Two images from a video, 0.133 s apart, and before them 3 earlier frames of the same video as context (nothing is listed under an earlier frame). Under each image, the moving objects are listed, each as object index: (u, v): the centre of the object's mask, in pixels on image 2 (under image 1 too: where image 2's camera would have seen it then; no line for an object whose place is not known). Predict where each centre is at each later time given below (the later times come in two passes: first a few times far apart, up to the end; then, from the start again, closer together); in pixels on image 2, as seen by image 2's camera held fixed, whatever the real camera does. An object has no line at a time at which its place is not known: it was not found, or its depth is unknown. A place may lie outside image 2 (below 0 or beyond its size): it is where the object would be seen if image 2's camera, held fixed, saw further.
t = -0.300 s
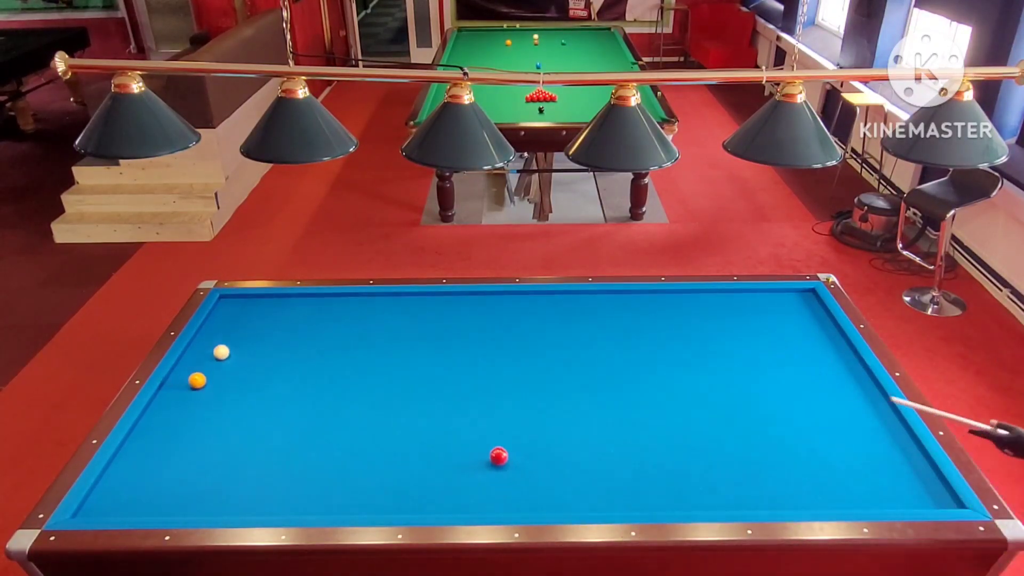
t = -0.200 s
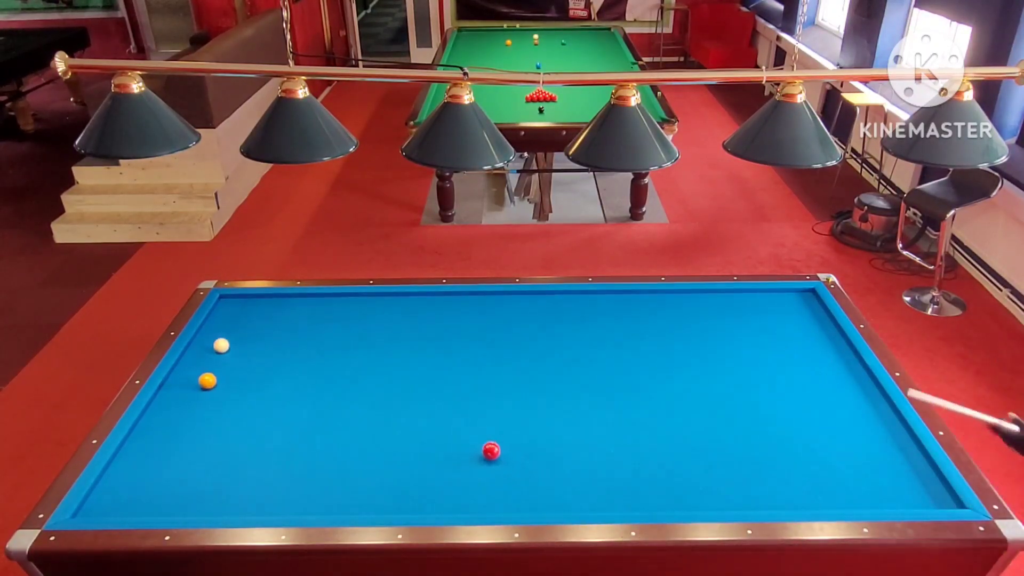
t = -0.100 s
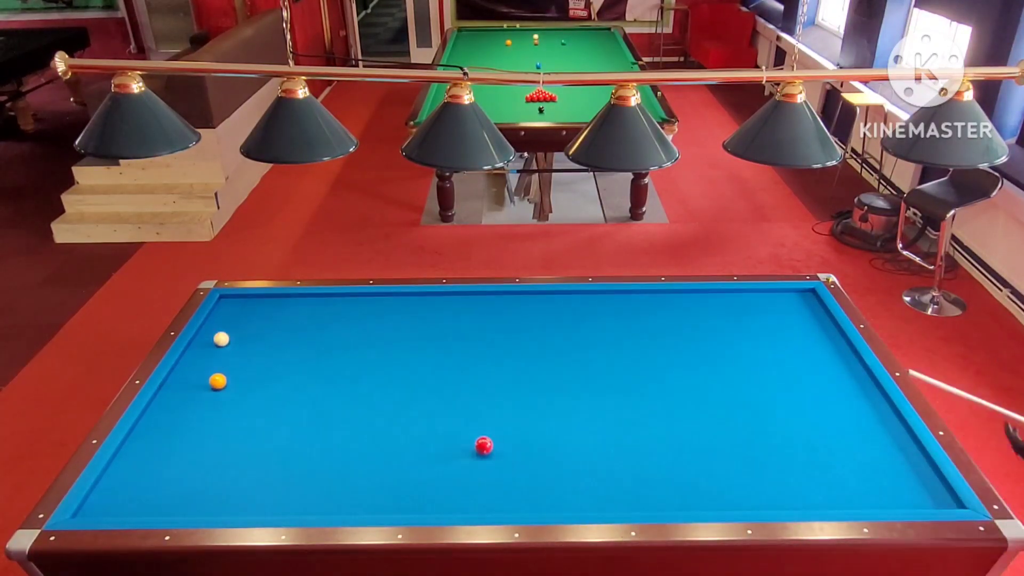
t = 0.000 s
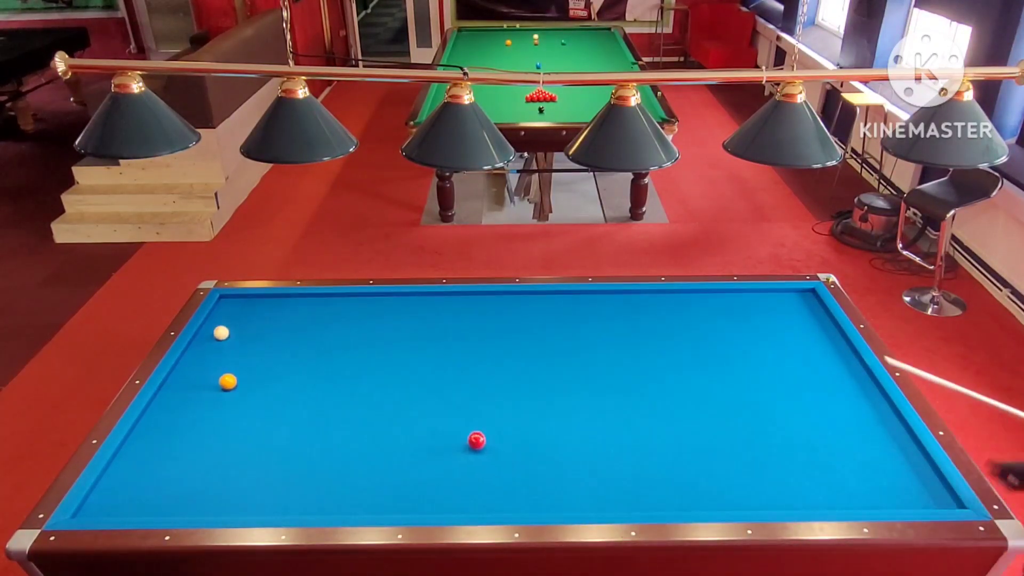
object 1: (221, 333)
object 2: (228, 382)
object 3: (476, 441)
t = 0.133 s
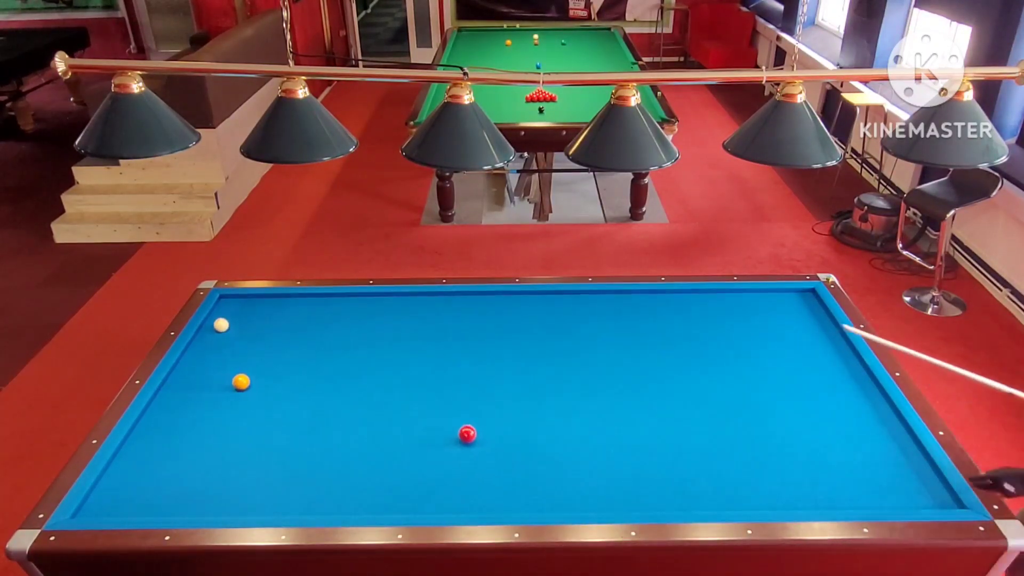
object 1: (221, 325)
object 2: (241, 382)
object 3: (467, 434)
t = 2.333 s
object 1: (269, 352)
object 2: (432, 387)
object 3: (357, 356)
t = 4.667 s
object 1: (318, 420)
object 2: (579, 388)
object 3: (292, 312)
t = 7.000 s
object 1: (345, 462)
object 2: (664, 386)
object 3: (255, 301)
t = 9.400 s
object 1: (347, 467)
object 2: (684, 385)
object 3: (250, 302)
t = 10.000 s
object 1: (347, 467)
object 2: (684, 385)
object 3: (250, 302)
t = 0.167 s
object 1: (221, 323)
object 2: (244, 382)
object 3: (465, 433)
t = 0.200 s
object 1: (221, 321)
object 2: (247, 382)
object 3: (463, 431)
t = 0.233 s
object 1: (221, 319)
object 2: (251, 383)
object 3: (461, 429)
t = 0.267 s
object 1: (221, 318)
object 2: (254, 383)
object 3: (458, 428)
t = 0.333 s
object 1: (221, 314)
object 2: (261, 383)
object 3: (454, 425)
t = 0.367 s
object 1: (221, 312)
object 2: (264, 383)
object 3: (452, 423)
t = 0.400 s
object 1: (221, 310)
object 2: (267, 383)
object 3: (450, 422)
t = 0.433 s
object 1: (221, 308)
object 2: (270, 383)
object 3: (448, 420)
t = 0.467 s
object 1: (221, 307)
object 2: (274, 383)
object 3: (446, 419)
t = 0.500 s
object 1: (221, 305)
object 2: (276, 383)
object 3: (444, 418)
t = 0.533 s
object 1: (221, 303)
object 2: (280, 383)
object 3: (442, 416)
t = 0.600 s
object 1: (224, 299)
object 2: (286, 383)
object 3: (438, 413)
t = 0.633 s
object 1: (226, 298)
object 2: (289, 383)
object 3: (436, 412)
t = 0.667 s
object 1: (227, 299)
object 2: (292, 384)
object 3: (434, 410)
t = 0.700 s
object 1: (228, 300)
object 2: (295, 384)
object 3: (432, 409)
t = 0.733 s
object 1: (228, 301)
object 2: (299, 384)
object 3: (430, 408)
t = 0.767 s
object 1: (229, 302)
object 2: (302, 384)
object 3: (428, 407)
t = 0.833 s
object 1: (231, 305)
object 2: (308, 384)
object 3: (424, 404)
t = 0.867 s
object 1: (232, 306)
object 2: (311, 384)
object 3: (422, 403)
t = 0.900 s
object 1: (233, 307)
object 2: (314, 384)
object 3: (421, 401)
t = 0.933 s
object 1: (234, 308)
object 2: (317, 384)
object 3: (419, 400)
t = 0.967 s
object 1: (235, 309)
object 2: (320, 384)
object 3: (417, 399)
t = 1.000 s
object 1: (235, 310)
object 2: (323, 384)
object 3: (415, 398)
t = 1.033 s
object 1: (236, 311)
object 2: (326, 384)
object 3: (413, 396)
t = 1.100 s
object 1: (238, 313)
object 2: (332, 384)
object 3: (410, 394)
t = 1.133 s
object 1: (239, 314)
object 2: (335, 385)
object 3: (408, 393)
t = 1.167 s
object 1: (240, 315)
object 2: (338, 385)
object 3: (407, 391)
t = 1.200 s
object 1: (241, 316)
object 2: (340, 385)
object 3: (405, 390)
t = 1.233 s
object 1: (241, 317)
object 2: (343, 385)
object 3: (403, 389)
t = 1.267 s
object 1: (242, 318)
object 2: (346, 385)
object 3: (402, 388)
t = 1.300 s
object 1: (243, 319)
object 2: (349, 385)
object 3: (400, 387)
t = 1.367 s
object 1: (245, 321)
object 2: (355, 385)
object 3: (397, 385)
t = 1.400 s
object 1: (246, 322)
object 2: (358, 385)
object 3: (395, 383)
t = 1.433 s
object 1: (246, 323)
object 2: (360, 385)
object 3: (394, 382)
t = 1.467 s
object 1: (247, 324)
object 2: (363, 385)
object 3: (392, 381)
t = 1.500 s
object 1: (248, 325)
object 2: (366, 385)
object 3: (391, 380)
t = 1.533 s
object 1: (249, 326)
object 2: (369, 385)
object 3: (389, 379)
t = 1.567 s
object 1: (250, 327)
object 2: (372, 385)
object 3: (388, 378)
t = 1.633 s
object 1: (252, 330)
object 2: (377, 385)
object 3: (386, 374)
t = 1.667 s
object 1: (252, 331)
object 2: (380, 385)
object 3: (384, 373)
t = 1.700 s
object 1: (253, 332)
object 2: (383, 385)
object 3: (382, 372)
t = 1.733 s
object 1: (254, 333)
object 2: (386, 385)
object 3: (380, 372)
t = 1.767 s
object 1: (255, 334)
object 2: (388, 386)
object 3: (379, 371)
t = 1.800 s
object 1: (256, 335)
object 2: (391, 386)
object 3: (378, 371)
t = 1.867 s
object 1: (257, 337)
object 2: (396, 386)
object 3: (375, 369)
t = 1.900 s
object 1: (258, 338)
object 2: (399, 386)
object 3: (373, 368)
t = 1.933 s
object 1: (259, 339)
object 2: (401, 386)
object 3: (372, 367)
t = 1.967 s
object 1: (260, 340)
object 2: (404, 386)
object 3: (371, 365)
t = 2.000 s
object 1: (261, 341)
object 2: (406, 386)
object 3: (370, 365)
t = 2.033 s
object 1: (261, 342)
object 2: (409, 386)
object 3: (368, 364)
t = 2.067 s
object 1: (262, 343)
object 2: (412, 386)
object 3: (367, 363)
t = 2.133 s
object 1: (264, 345)
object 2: (417, 386)
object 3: (364, 361)
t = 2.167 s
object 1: (265, 346)
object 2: (419, 386)
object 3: (363, 360)
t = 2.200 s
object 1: (266, 347)
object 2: (422, 386)
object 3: (362, 359)
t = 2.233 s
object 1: (266, 349)
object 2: (425, 386)
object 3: (361, 358)
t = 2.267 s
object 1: (267, 350)
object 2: (427, 386)
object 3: (359, 357)
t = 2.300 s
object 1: (268, 351)
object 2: (430, 386)
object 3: (358, 357)
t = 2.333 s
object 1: (269, 352)
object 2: (432, 387)
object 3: (357, 356)
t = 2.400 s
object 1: (270, 354)
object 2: (437, 387)
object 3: (355, 354)
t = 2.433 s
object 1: (271, 355)
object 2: (440, 387)
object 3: (353, 353)
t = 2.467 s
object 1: (272, 356)
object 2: (442, 387)
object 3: (352, 352)
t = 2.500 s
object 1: (273, 357)
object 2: (445, 387)
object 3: (351, 351)
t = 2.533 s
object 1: (273, 358)
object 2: (447, 387)
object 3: (350, 351)
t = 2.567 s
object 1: (274, 359)
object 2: (450, 387)
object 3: (349, 350)
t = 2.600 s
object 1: (275, 360)
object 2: (452, 387)
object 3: (348, 349)
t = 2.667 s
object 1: (276, 362)
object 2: (457, 387)
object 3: (345, 348)
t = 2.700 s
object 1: (277, 363)
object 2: (459, 387)
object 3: (344, 347)
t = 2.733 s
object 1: (278, 364)
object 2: (462, 387)
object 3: (343, 346)
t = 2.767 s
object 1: (279, 366)
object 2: (464, 387)
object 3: (342, 345)
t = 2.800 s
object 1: (279, 366)
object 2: (466, 387)
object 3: (341, 344)
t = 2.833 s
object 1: (280, 367)
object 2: (469, 387)
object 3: (340, 344)
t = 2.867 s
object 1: (281, 369)
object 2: (471, 387)
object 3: (339, 343)
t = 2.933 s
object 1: (282, 371)
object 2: (476, 388)
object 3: (337, 342)
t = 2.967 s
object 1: (283, 372)
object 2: (478, 388)
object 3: (336, 341)
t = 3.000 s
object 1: (284, 373)
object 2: (480, 387)
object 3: (335, 340)
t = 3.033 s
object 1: (285, 374)
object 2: (482, 388)
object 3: (334, 340)
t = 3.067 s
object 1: (285, 375)
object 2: (485, 388)
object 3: (333, 339)
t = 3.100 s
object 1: (286, 376)
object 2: (487, 388)
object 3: (332, 338)
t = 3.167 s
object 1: (288, 378)
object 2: (491, 388)
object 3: (330, 337)
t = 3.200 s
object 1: (288, 379)
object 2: (494, 388)
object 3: (329, 336)
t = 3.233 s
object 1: (289, 380)
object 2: (496, 388)
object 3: (328, 335)
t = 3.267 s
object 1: (290, 381)
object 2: (498, 388)
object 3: (327, 335)
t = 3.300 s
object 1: (291, 382)
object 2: (500, 388)
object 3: (326, 334)
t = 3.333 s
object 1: (291, 383)
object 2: (503, 388)
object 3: (325, 334)
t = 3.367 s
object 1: (292, 384)
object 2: (505, 388)
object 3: (324, 333)
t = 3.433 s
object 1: (294, 386)
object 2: (509, 388)
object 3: (322, 332)
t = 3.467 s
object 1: (294, 387)
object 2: (511, 388)
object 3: (321, 331)
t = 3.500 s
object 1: (295, 388)
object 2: (513, 388)
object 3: (320, 330)
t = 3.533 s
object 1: (296, 389)
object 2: (515, 388)
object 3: (319, 330)
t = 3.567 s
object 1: (297, 390)
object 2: (517, 388)
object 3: (318, 329)
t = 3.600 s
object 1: (297, 391)
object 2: (519, 388)
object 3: (317, 329)
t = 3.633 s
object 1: (298, 392)
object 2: (522, 388)
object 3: (316, 328)
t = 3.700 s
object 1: (299, 394)
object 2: (525, 388)
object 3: (315, 327)
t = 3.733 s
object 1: (300, 395)
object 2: (528, 388)
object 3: (314, 326)
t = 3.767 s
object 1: (301, 396)
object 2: (530, 388)
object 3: (313, 326)
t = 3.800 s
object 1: (302, 397)
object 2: (531, 388)
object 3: (312, 325)
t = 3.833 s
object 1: (302, 397)
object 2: (534, 388)
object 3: (311, 325)
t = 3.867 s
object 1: (303, 399)
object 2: (536, 388)
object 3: (310, 324)
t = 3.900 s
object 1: (304, 399)
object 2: (538, 388)
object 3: (309, 324)
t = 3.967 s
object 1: (305, 401)
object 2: (541, 388)
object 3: (308, 323)
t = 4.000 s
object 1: (306, 402)
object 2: (543, 388)
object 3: (307, 322)
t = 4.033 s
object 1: (306, 403)
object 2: (545, 388)
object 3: (306, 321)
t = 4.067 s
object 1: (307, 404)
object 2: (547, 388)
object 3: (305, 321)
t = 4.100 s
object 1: (308, 405)
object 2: (549, 388)
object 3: (304, 320)
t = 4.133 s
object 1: (309, 406)
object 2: (551, 388)
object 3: (304, 320)
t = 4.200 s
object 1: (310, 408)
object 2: (555, 388)
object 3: (302, 319)
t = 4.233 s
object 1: (311, 409)
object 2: (557, 388)
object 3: (301, 318)
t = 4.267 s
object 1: (311, 410)
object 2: (558, 388)
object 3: (301, 318)
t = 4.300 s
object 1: (312, 410)
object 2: (560, 388)
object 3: (300, 317)
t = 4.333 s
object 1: (312, 411)
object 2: (562, 388)
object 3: (299, 317)
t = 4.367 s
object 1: (313, 412)
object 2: (564, 388)
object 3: (298, 317)
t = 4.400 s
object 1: (314, 413)
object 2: (565, 388)
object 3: (297, 316)
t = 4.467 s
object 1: (315, 415)
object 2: (569, 388)
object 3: (296, 315)
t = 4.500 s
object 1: (315, 416)
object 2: (571, 388)
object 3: (295, 315)
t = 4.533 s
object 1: (316, 417)
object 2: (573, 388)
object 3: (294, 314)
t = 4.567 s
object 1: (317, 417)
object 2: (574, 388)
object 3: (294, 314)
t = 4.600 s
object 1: (317, 418)
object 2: (576, 388)
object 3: (293, 313)
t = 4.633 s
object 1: (318, 419)
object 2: (578, 388)
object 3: (292, 313)
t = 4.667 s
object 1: (318, 420)
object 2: (579, 388)
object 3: (292, 312)
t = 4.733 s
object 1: (319, 422)
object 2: (583, 388)
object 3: (290, 312)
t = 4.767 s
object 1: (320, 422)
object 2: (584, 388)
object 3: (290, 311)
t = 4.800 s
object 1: (320, 423)
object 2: (586, 388)
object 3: (289, 311)
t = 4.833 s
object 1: (321, 424)
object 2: (587, 388)
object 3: (288, 310)
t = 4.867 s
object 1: (322, 425)
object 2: (589, 388)
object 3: (287, 310)
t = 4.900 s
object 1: (322, 426)
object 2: (591, 388)
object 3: (287, 309)
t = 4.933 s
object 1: (323, 427)
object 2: (592, 388)
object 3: (286, 309)
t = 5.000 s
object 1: (324, 428)
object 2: (595, 388)
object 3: (285, 309)
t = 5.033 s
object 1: (324, 429)
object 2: (597, 388)
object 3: (284, 308)
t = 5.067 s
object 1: (325, 430)
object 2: (598, 388)
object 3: (283, 308)
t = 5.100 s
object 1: (325, 431)
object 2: (600, 388)
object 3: (283, 307)
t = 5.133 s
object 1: (326, 431)
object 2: (602, 388)
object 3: (282, 307)
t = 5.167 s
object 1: (326, 432)
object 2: (603, 388)
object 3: (282, 307)
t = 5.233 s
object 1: (327, 434)
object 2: (606, 388)
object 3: (280, 306)
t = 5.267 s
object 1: (327, 435)
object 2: (608, 388)
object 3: (280, 306)
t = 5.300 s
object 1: (328, 435)
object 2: (609, 388)
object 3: (279, 305)
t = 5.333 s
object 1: (328, 436)
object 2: (610, 388)
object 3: (278, 305)
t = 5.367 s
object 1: (329, 437)
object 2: (612, 388)
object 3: (278, 304)
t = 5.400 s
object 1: (329, 437)
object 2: (613, 388)
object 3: (277, 304)
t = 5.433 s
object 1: (330, 438)
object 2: (614, 388)
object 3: (277, 304)
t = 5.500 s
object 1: (331, 440)
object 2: (617, 388)
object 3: (276, 303)
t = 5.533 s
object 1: (331, 440)
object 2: (618, 388)
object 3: (275, 303)
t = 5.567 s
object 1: (331, 441)
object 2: (620, 388)
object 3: (274, 303)
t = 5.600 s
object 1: (332, 442)
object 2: (621, 388)
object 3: (274, 302)
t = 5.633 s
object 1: (332, 442)
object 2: (622, 388)
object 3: (273, 302)
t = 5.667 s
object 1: (333, 443)
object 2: (624, 388)
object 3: (273, 302)
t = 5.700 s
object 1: (333, 444)
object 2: (625, 388)
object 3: (272, 301)
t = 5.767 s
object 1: (334, 445)
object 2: (627, 388)
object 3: (271, 301)
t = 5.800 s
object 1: (334, 446)
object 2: (629, 388)
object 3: (271, 300)
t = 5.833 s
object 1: (335, 446)
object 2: (630, 388)
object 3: (270, 300)
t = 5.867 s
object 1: (335, 447)
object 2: (631, 388)
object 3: (270, 300)
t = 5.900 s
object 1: (335, 447)
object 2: (632, 388)
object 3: (269, 300)
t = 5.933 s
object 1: (336, 448)
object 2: (634, 388)
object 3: (269, 299)
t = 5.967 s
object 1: (336, 449)
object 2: (635, 387)
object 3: (268, 299)
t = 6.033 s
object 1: (337, 450)
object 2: (637, 388)
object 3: (267, 299)
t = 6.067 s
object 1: (337, 450)
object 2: (638, 388)
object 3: (267, 298)
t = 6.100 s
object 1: (337, 451)
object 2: (639, 388)
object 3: (266, 298)
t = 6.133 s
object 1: (338, 451)
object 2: (641, 388)
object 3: (266, 298)
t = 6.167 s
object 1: (338, 452)
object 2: (642, 388)
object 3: (265, 298)
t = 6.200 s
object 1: (338, 452)
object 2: (643, 388)
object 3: (265, 298)
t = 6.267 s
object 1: (339, 454)
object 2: (645, 387)
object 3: (264, 298)
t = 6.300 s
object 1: (339, 454)
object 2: (646, 387)
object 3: (263, 299)
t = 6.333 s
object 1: (340, 455)
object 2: (647, 388)
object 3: (263, 299)
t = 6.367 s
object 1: (340, 455)
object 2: (648, 387)
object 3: (262, 299)
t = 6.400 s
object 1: (340, 456)
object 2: (649, 387)
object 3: (262, 299)
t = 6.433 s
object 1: (341, 456)
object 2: (650, 387)
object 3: (261, 299)
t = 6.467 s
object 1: (341, 456)
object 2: (651, 387)
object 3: (261, 299)
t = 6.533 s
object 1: (342, 457)
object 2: (652, 387)
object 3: (260, 299)
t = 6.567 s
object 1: (342, 458)
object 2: (654, 387)
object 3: (260, 300)
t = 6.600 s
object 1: (342, 458)
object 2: (654, 387)
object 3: (259, 300)
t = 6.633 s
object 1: (342, 458)
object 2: (655, 387)
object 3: (259, 300)
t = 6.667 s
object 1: (343, 459)
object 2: (656, 387)
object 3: (258, 300)
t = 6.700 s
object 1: (343, 459)
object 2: (657, 387)
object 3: (258, 300)
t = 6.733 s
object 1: (343, 460)
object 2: (658, 387)
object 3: (258, 300)
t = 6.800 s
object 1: (344, 460)
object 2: (659, 387)
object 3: (257, 300)
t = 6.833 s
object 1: (344, 461)
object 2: (660, 387)
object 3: (257, 300)
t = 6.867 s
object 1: (344, 461)
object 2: (661, 387)
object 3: (256, 300)
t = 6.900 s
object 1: (344, 461)
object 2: (661, 387)
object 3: (256, 301)
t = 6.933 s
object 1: (345, 462)
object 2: (662, 387)
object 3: (256, 301)
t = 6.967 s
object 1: (345, 462)
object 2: (663, 387)
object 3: (255, 301)
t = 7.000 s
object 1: (345, 462)
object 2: (664, 386)
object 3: (255, 301)
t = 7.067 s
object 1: (345, 463)
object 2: (665, 386)
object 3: (254, 301)
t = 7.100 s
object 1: (345, 463)
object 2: (666, 386)
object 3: (254, 301)
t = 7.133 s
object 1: (345, 464)
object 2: (667, 386)
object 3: (254, 301)
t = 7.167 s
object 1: (346, 464)
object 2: (667, 386)
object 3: (254, 301)
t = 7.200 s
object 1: (346, 464)
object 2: (668, 386)
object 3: (253, 301)
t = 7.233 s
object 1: (346, 464)
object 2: (668, 386)
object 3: (253, 301)
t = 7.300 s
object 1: (346, 465)
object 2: (670, 386)
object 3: (253, 301)
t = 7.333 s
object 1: (346, 465)
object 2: (670, 386)
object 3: (252, 301)
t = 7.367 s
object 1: (346, 465)
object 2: (671, 386)
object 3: (252, 301)
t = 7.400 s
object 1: (346, 465)
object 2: (671, 386)
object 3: (252, 301)
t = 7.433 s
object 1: (346, 465)
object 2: (672, 386)
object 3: (252, 302)
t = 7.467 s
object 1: (346, 466)
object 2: (672, 386)
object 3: (252, 302)
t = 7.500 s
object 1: (346, 466)
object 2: (673, 386)
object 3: (252, 302)
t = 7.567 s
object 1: (346, 466)
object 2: (674, 386)
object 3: (251, 302)
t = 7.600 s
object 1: (346, 466)
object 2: (674, 386)
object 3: (251, 302)
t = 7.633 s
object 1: (346, 466)
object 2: (675, 386)
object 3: (251, 302)
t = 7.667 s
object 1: (347, 466)
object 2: (675, 386)
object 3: (251, 302)
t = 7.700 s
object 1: (347, 466)
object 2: (676, 386)
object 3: (251, 302)
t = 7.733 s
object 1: (347, 466)
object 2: (676, 386)
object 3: (251, 302)
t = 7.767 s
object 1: (347, 466)
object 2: (677, 386)
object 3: (251, 302)
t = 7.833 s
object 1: (347, 467)
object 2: (677, 385)
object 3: (251, 302)
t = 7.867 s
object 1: (347, 467)
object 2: (678, 385)
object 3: (250, 302)
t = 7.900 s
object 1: (347, 467)
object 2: (678, 385)
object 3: (250, 302)
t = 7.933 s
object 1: (347, 467)
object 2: (679, 385)
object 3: (250, 302)
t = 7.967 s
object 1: (347, 467)
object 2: (679, 385)
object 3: (250, 302)
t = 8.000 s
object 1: (347, 467)
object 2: (679, 385)
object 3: (250, 302)
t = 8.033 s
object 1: (347, 467)
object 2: (680, 385)
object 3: (250, 302)
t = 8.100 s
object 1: (347, 467)
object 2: (680, 385)
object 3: (250, 302)
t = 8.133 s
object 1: (347, 467)
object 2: (681, 385)
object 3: (250, 302)
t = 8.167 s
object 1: (347, 467)
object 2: (681, 385)
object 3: (250, 302)
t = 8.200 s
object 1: (347, 467)
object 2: (681, 385)
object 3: (250, 302)
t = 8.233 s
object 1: (347, 467)
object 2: (681, 385)
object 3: (250, 302)
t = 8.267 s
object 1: (347, 467)
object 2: (682, 385)
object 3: (250, 302)
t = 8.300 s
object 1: (347, 467)
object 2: (682, 385)
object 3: (250, 302)
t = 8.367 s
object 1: (347, 467)
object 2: (682, 385)
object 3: (250, 302)
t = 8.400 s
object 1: (347, 467)
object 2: (682, 385)
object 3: (250, 302)
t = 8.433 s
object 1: (347, 467)
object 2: (682, 385)
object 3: (250, 302)
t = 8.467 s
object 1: (347, 467)
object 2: (683, 385)
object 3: (250, 302)
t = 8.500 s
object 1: (347, 467)
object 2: (683, 385)
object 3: (250, 302)
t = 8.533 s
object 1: (347, 467)
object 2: (683, 385)
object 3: (250, 302)
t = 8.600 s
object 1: (347, 467)
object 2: (683, 385)
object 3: (250, 302)
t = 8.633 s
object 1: (347, 467)
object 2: (683, 385)
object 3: (250, 302)
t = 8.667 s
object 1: (347, 467)
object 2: (683, 385)
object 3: (250, 302)
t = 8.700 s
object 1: (347, 467)
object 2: (684, 385)
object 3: (250, 302)
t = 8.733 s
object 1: (347, 467)
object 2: (684, 385)
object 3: (250, 302)
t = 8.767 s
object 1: (347, 467)
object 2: (684, 385)
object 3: (250, 302)
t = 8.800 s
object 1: (347, 467)
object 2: (684, 385)
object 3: (250, 302)
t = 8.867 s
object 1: (347, 467)
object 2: (684, 385)
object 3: (250, 302)
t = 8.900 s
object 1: (347, 467)
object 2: (684, 385)
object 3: (250, 302)
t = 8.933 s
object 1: (347, 467)
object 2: (684, 385)
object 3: (250, 302)
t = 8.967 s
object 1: (347, 467)
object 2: (684, 385)
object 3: (250, 302)
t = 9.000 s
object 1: (347, 467)
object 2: (684, 385)
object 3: (250, 302)
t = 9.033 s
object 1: (347, 467)
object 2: (684, 385)
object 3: (250, 302)
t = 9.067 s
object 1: (347, 467)
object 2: (684, 385)
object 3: (250, 302)
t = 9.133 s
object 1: (347, 467)
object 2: (684, 385)
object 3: (250, 302)
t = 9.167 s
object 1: (347, 467)
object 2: (684, 385)
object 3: (250, 302)
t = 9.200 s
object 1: (347, 467)
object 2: (684, 385)
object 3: (250, 302)
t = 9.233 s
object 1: (347, 467)
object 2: (684, 385)
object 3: (250, 302)
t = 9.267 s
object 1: (347, 467)
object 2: (684, 385)
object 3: (250, 302)
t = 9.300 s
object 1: (347, 467)
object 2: (684, 385)
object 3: (250, 302)
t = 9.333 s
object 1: (347, 467)
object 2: (684, 385)
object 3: (250, 302)
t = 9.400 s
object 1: (347, 467)
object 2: (684, 385)
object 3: (250, 302)
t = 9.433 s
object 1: (347, 467)
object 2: (684, 385)
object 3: (250, 302)
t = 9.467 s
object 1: (347, 467)
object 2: (684, 385)
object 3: (250, 302)
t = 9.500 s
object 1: (347, 467)
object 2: (684, 385)
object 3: (250, 302)
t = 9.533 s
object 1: (347, 467)
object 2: (684, 385)
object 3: (250, 302)
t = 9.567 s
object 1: (347, 467)
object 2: (684, 385)
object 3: (250, 302)
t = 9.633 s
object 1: (347, 467)
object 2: (684, 385)
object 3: (250, 302)
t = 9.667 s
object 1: (347, 467)
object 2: (684, 385)
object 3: (250, 302)
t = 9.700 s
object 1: (347, 467)
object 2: (684, 385)
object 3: (250, 302)
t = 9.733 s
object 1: (347, 467)
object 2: (684, 385)
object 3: (250, 302)
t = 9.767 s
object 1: (347, 467)
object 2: (684, 385)
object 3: (250, 302)
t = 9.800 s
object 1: (347, 467)
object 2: (684, 385)
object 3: (250, 302)
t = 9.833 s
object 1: (347, 467)
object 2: (684, 385)
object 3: (250, 302)
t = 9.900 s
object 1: (347, 467)
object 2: (684, 385)
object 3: (250, 302)
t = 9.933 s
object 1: (347, 467)
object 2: (684, 385)
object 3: (250, 302)
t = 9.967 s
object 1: (347, 467)
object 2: (684, 385)
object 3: (250, 302)
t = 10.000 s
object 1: (347, 467)
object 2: (684, 385)
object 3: (250, 302)
